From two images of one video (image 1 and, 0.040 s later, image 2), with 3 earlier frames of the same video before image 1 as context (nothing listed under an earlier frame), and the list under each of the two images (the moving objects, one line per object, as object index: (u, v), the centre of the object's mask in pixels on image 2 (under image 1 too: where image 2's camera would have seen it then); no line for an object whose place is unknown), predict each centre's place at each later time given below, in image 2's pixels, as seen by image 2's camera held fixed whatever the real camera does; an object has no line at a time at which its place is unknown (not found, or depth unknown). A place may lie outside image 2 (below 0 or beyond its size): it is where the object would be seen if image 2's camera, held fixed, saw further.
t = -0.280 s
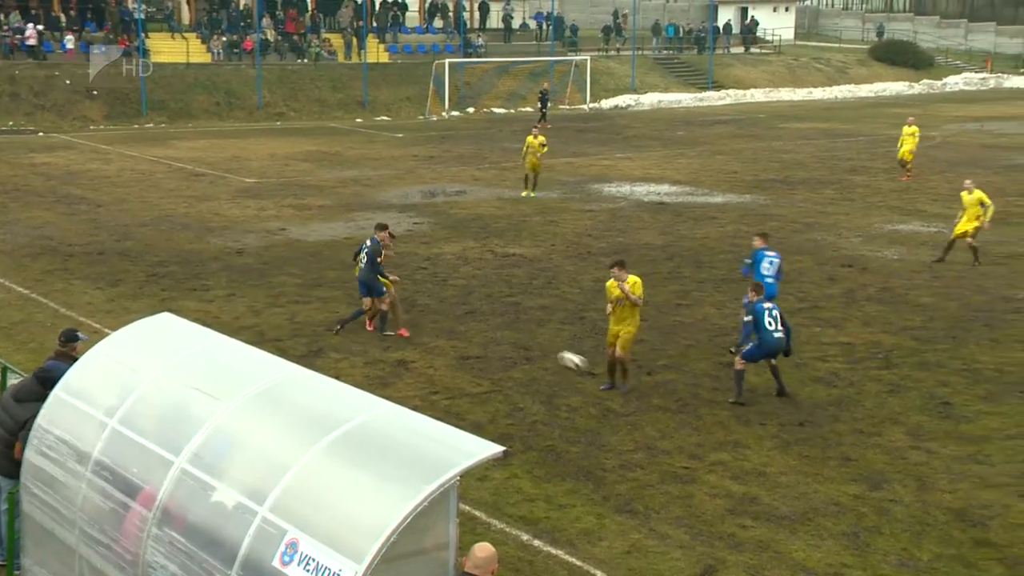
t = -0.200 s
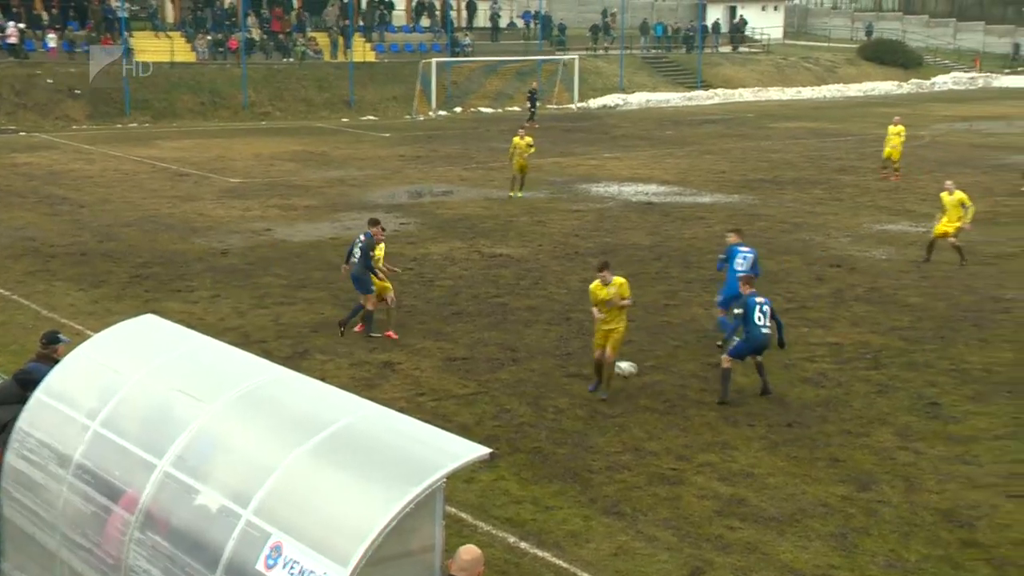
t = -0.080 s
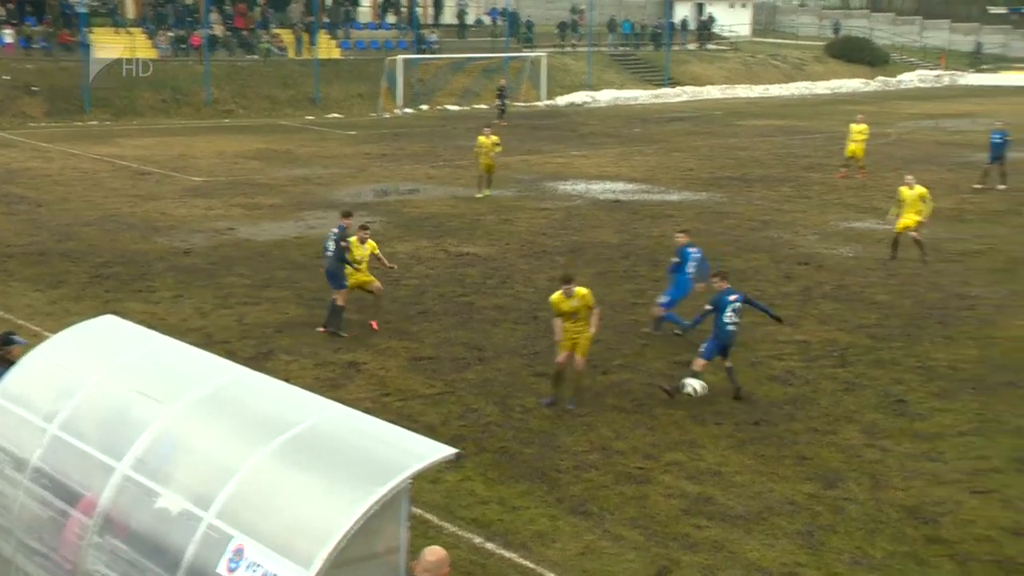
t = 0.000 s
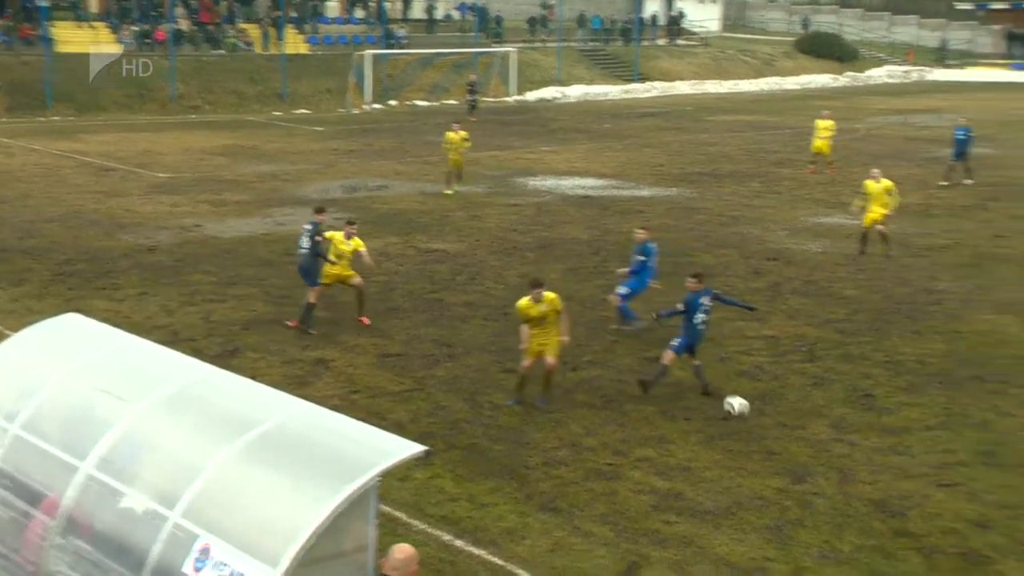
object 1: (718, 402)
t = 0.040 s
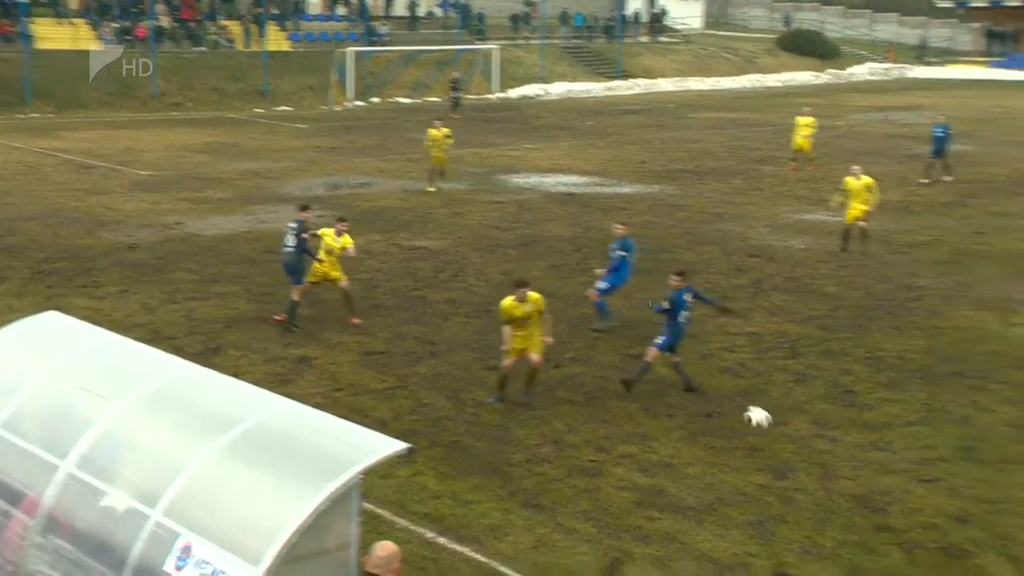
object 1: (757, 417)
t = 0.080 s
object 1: (796, 434)
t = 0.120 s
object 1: (839, 456)
